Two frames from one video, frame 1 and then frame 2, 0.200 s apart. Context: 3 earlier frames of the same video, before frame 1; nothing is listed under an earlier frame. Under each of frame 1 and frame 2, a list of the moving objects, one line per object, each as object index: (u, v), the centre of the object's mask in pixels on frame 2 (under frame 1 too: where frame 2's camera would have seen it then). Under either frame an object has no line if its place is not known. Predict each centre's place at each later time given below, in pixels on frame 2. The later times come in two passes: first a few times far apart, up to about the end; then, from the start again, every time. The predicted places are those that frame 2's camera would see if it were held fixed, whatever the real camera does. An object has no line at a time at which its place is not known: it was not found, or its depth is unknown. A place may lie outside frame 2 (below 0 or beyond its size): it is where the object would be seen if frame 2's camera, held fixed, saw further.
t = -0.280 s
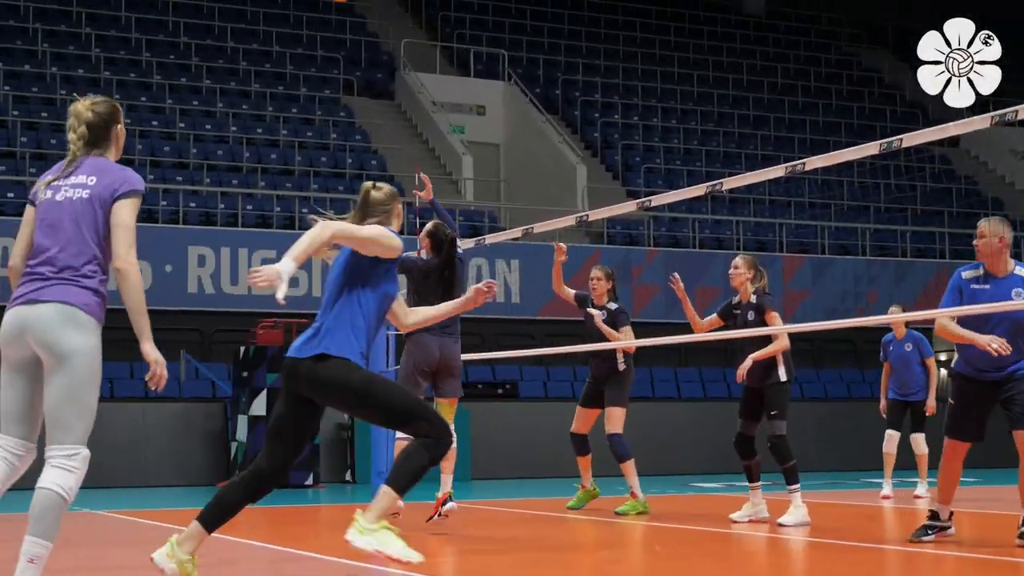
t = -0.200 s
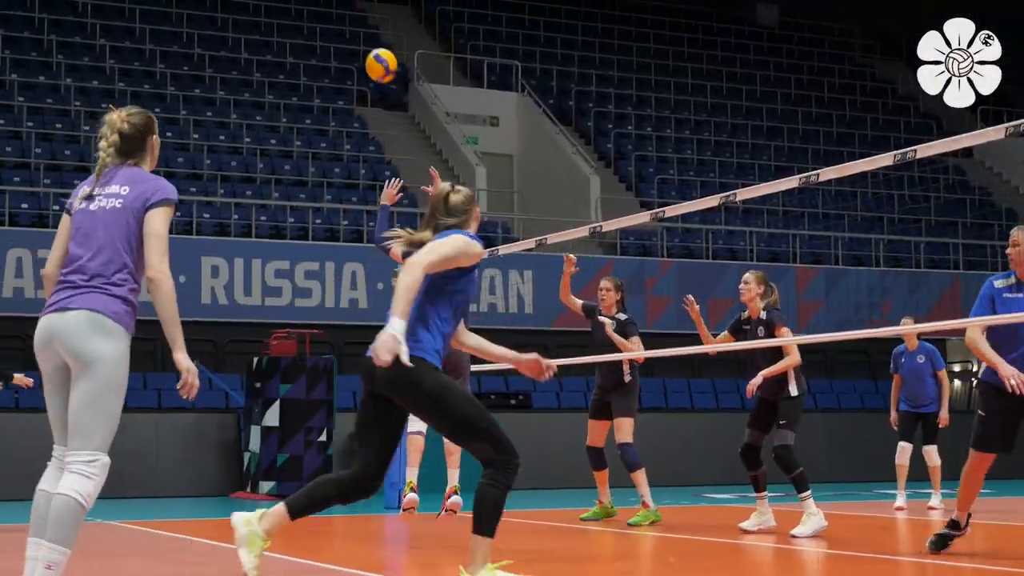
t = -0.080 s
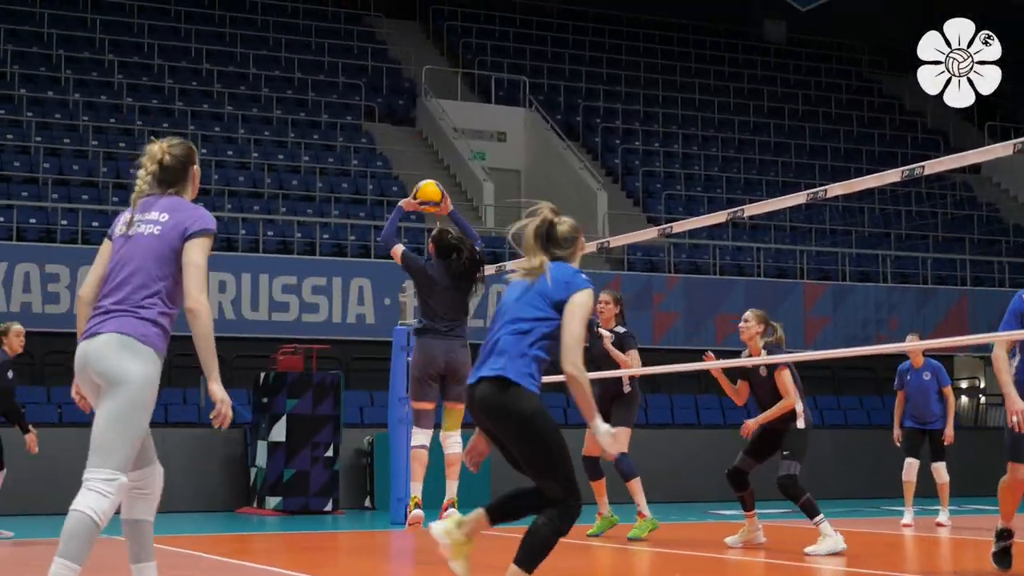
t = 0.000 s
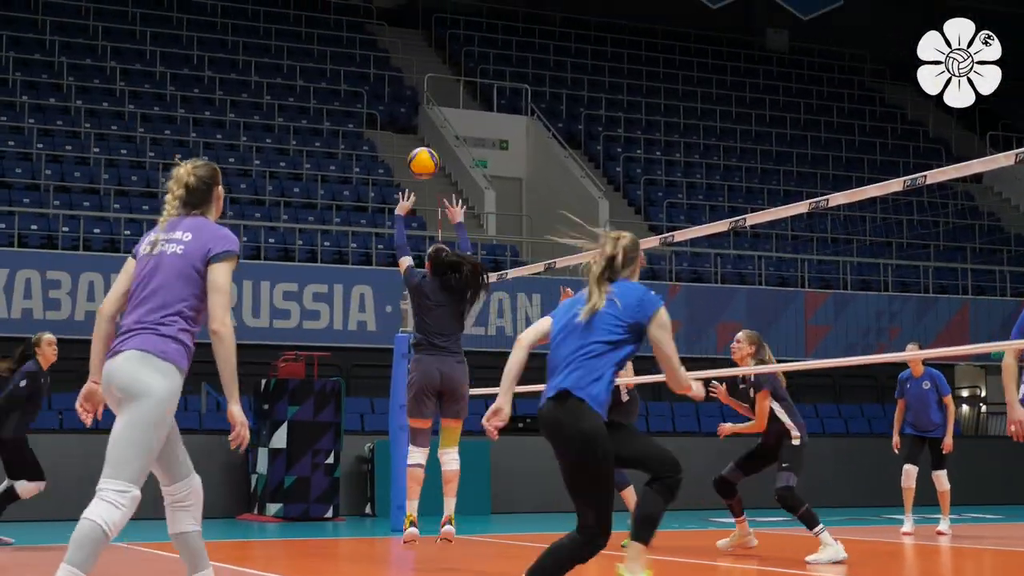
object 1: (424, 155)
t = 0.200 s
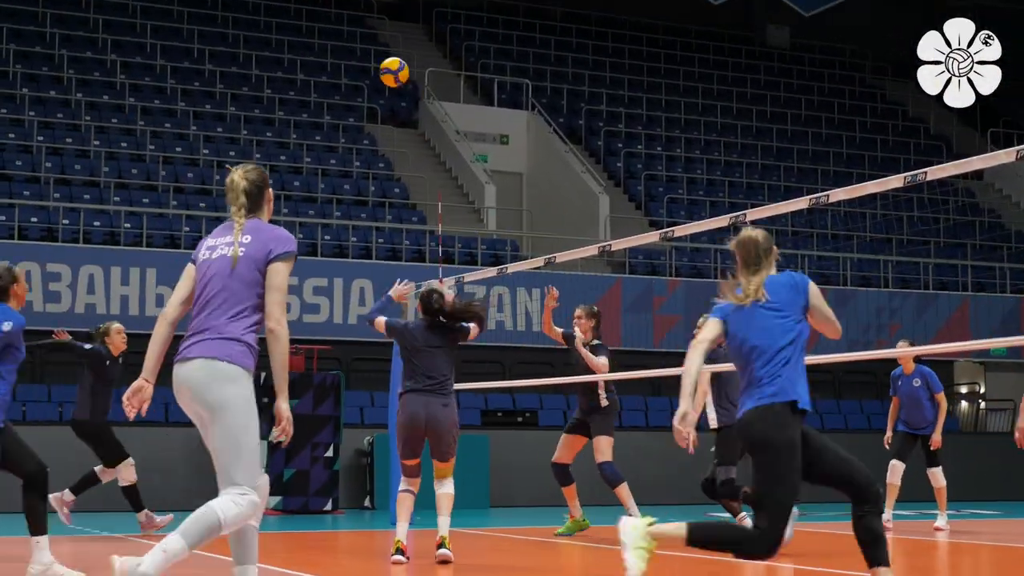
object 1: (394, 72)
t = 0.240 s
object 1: (389, 62)
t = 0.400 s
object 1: (364, 44)
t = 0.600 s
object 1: (336, 74)
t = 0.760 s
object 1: (325, 123)
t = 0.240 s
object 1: (389, 62)
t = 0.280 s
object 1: (384, 54)
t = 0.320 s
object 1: (377, 49)
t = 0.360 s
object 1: (371, 45)
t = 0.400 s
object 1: (364, 44)
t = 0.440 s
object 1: (358, 46)
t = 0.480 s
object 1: (352, 49)
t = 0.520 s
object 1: (345, 55)
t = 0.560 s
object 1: (341, 63)
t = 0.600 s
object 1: (336, 74)
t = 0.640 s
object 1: (333, 84)
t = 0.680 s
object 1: (330, 95)
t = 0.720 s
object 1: (326, 111)
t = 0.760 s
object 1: (325, 123)
